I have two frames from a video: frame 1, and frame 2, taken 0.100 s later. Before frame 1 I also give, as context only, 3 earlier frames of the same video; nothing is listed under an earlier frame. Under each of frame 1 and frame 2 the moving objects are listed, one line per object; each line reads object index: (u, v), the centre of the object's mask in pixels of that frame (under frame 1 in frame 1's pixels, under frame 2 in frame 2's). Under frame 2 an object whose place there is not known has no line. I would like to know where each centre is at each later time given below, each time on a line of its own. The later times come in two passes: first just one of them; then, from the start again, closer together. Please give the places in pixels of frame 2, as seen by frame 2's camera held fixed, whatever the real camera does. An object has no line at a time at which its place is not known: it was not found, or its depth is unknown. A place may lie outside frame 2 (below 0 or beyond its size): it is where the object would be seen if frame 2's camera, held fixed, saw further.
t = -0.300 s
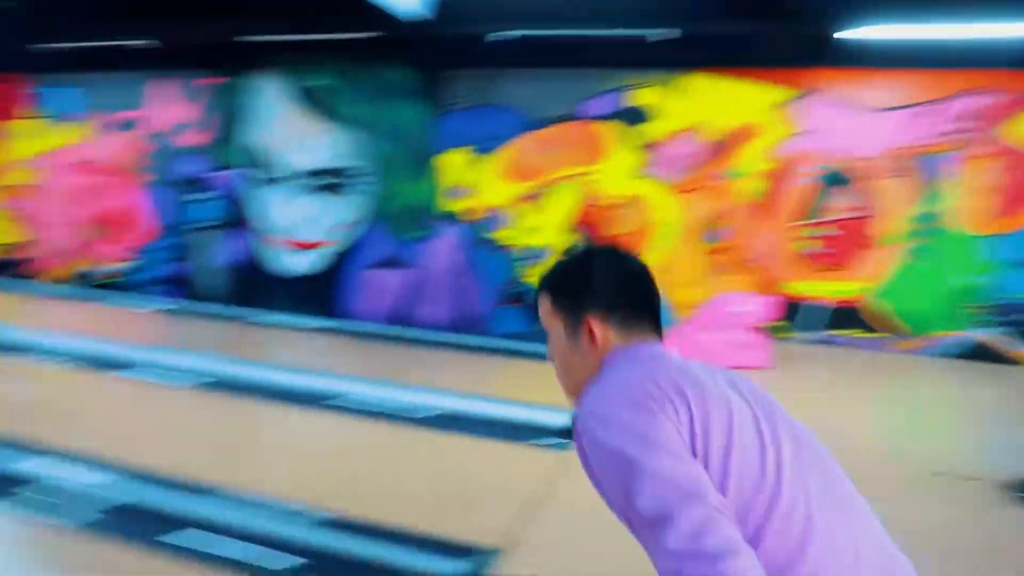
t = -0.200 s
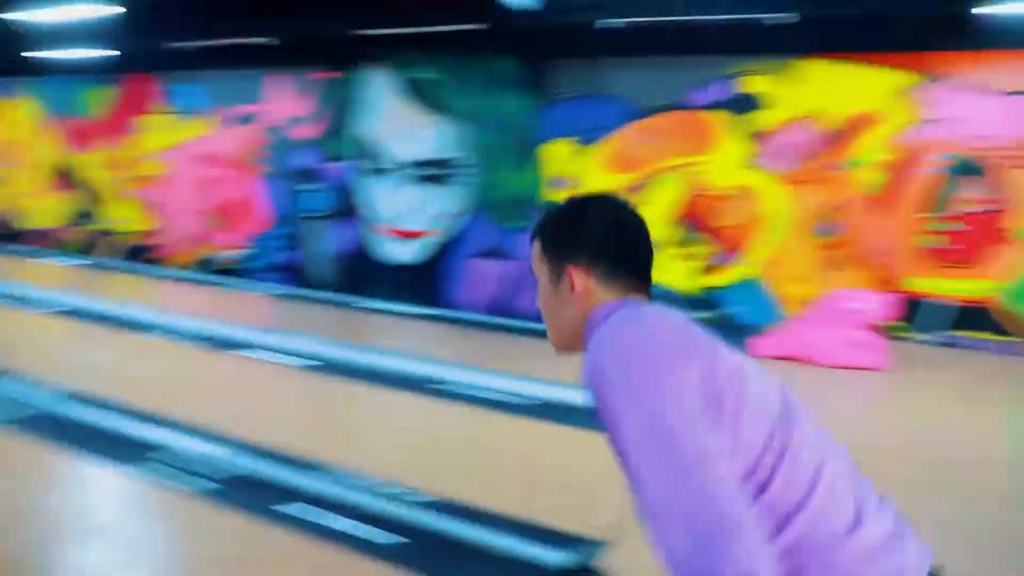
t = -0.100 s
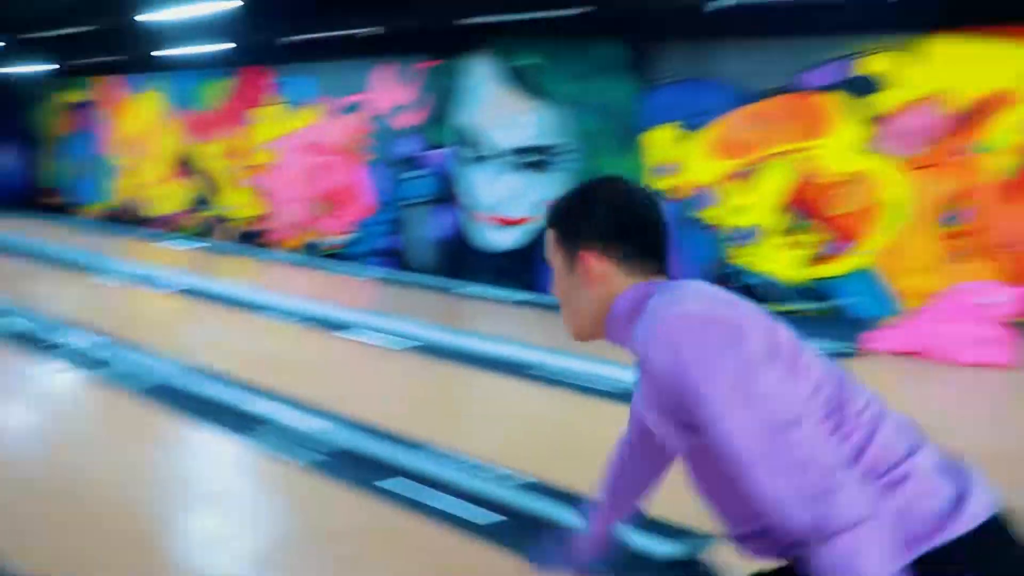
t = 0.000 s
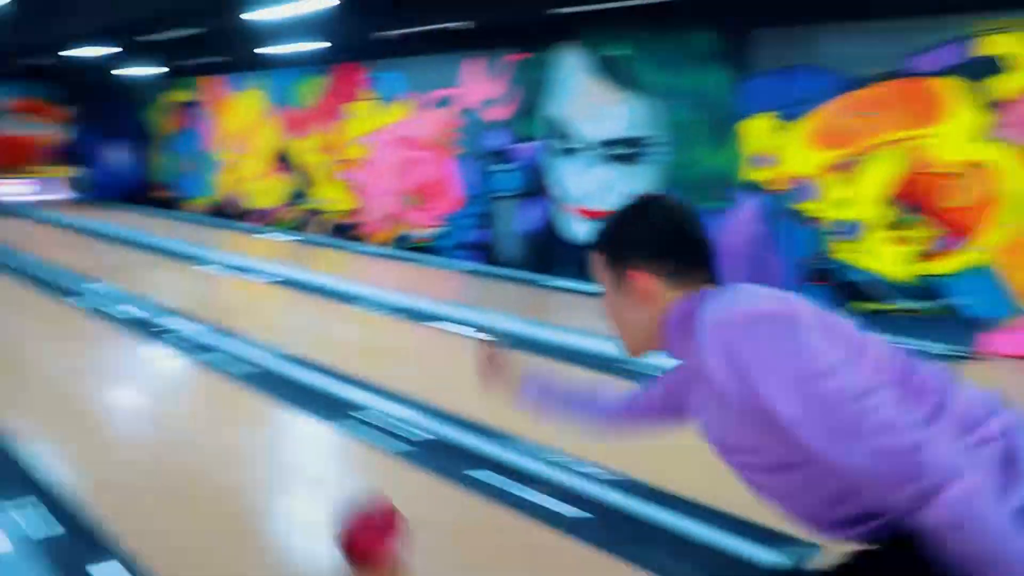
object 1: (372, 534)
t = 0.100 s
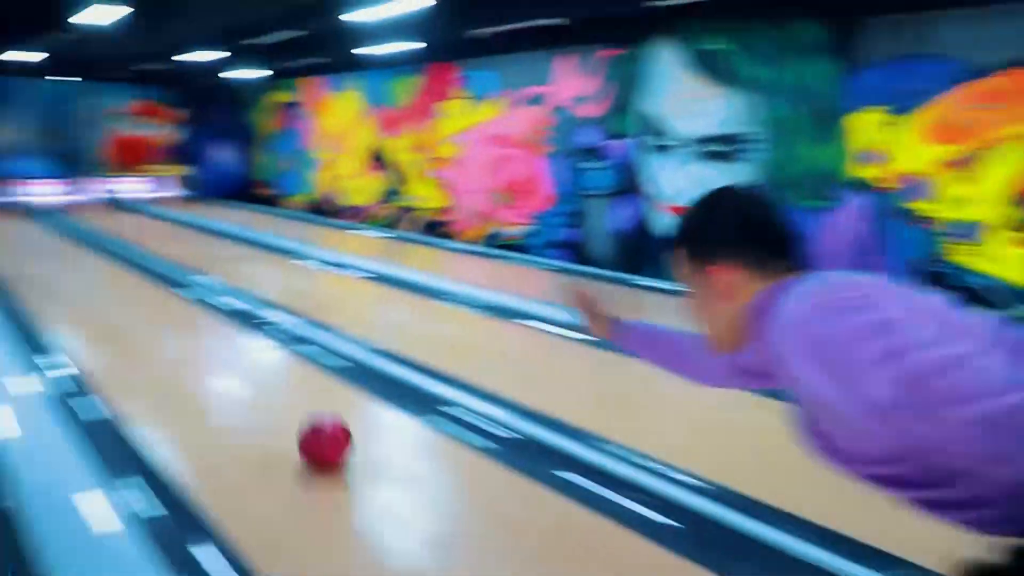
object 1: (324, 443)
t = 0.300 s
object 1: (183, 348)
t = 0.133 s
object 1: (292, 421)
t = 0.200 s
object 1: (240, 388)
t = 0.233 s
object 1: (217, 374)
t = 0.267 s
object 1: (198, 361)
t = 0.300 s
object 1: (183, 348)
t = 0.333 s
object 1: (168, 338)
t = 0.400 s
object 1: (141, 321)
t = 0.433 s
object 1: (130, 314)
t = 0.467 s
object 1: (119, 307)
